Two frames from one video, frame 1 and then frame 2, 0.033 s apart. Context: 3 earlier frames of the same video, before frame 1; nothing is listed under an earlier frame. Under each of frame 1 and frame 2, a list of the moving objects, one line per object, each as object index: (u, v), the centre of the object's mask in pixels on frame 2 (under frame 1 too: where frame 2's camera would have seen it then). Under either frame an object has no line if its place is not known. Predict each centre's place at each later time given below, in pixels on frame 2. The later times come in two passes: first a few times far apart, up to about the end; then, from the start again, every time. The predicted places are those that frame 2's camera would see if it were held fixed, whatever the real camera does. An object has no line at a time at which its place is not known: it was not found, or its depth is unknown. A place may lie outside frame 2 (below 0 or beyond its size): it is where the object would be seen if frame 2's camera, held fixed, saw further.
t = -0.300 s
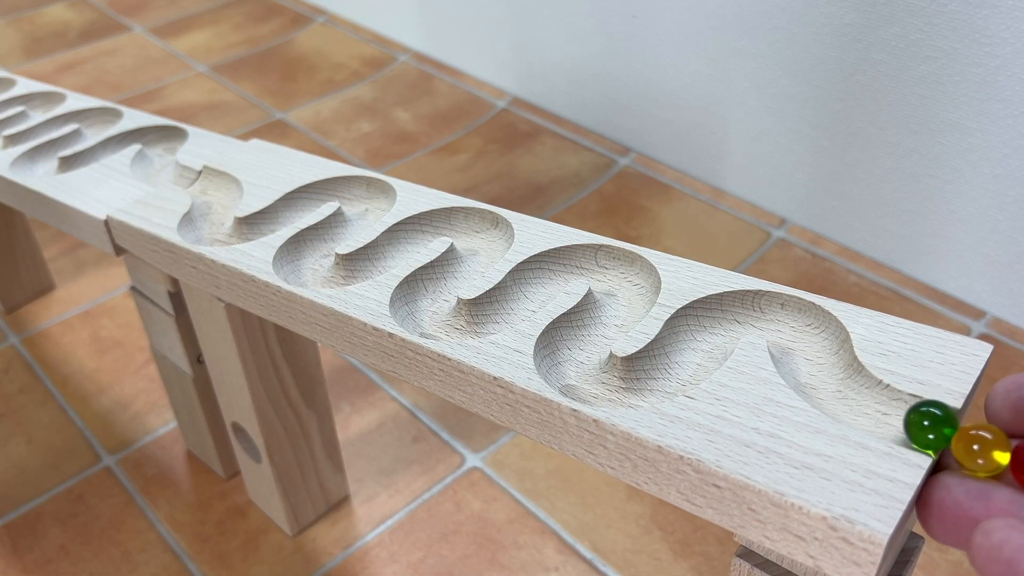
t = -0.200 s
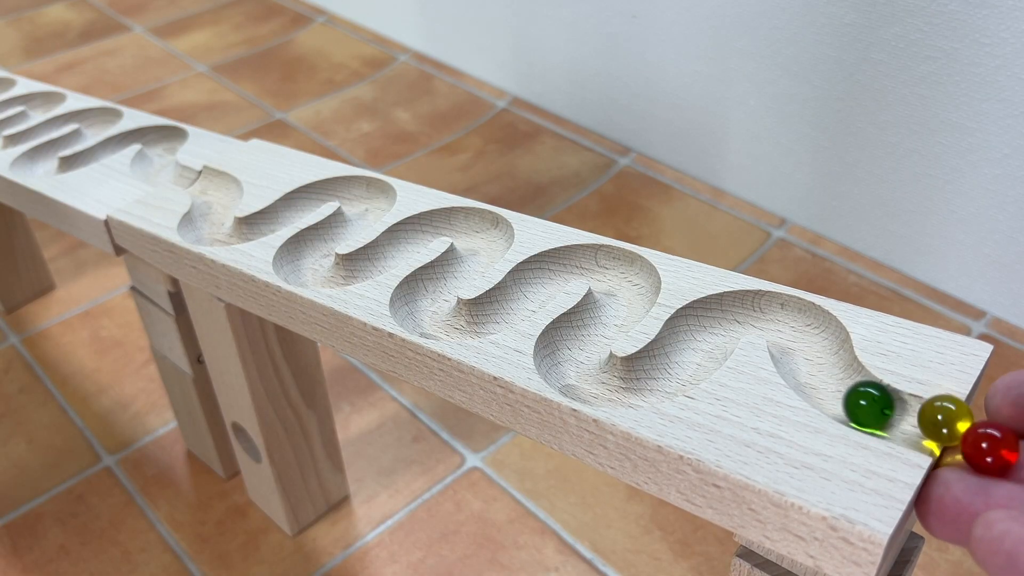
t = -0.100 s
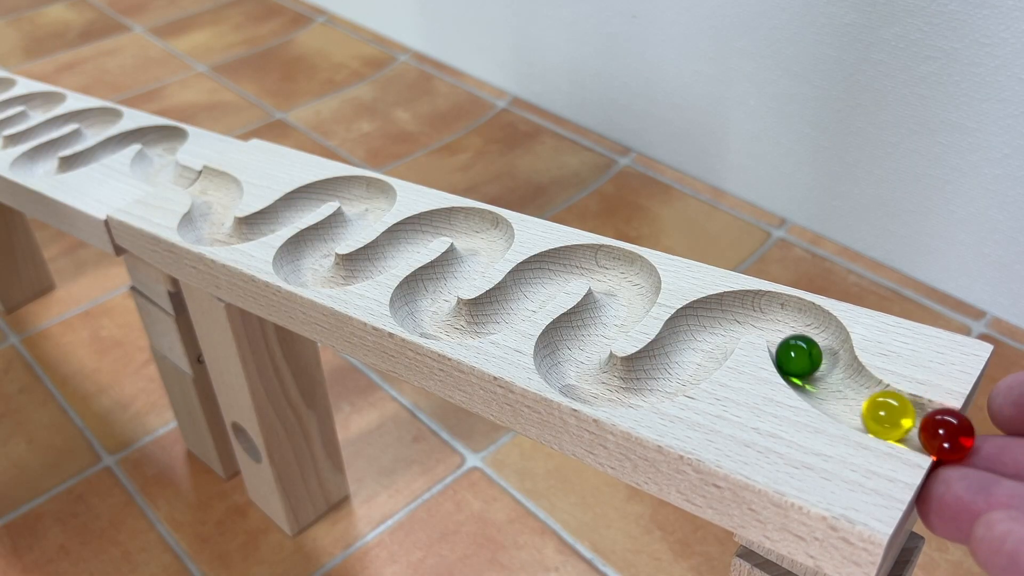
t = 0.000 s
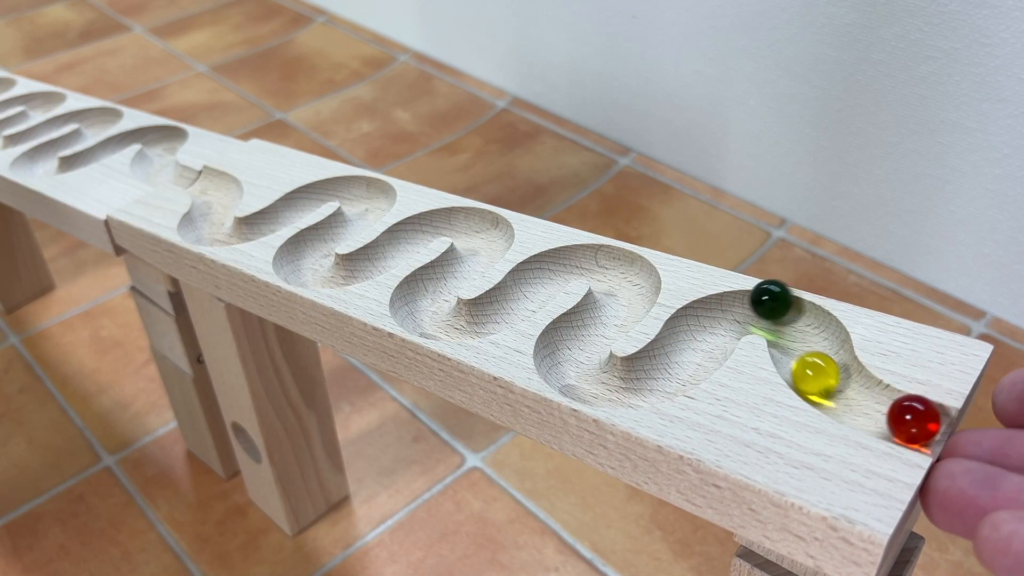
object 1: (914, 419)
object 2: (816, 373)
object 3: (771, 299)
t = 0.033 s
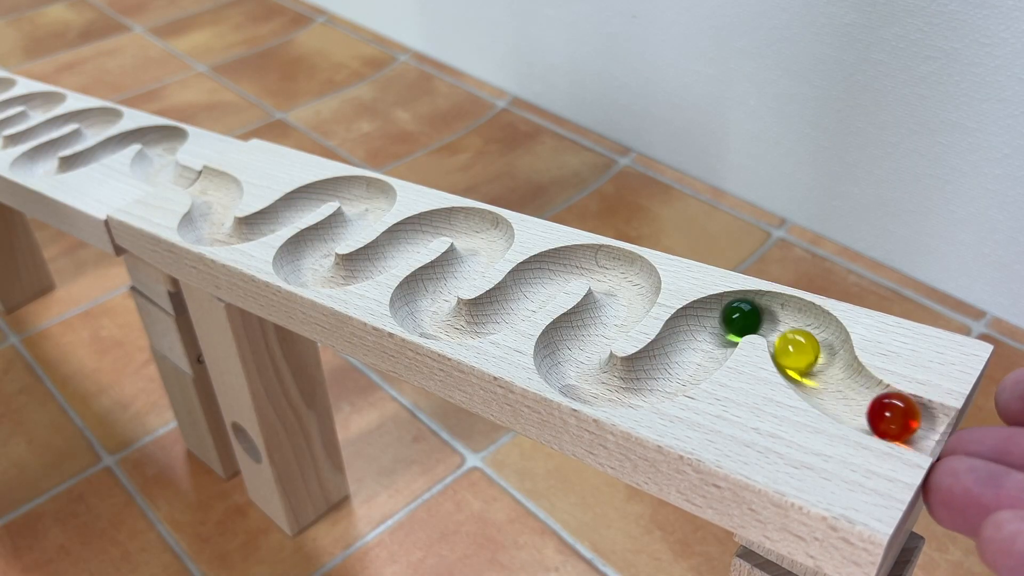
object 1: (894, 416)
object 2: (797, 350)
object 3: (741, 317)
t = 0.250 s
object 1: (782, 299)
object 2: (677, 350)
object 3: (644, 386)
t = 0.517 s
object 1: (649, 386)
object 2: (572, 345)
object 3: (617, 316)
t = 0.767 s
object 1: (602, 320)
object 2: (605, 262)
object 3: (534, 279)
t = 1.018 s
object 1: (559, 270)
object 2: (486, 322)
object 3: (414, 313)
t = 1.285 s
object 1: (420, 318)
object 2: (478, 261)
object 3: (478, 231)
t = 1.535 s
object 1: (485, 241)
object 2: (404, 239)
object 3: (367, 270)
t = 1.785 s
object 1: (377, 265)
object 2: (296, 265)
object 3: (341, 230)
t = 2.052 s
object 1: (337, 231)
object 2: (364, 194)
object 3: (306, 202)
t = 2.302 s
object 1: (319, 196)
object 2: (246, 234)
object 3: (197, 227)
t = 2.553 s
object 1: (202, 233)
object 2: (220, 188)
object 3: (184, 175)
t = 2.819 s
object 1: (191, 176)
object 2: (156, 152)
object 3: (146, 134)
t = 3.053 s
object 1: (166, 125)
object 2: (85, 159)
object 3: (45, 169)
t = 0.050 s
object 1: (884, 413)
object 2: (793, 339)
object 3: (727, 324)
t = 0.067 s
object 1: (873, 409)
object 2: (791, 329)
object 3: (712, 329)
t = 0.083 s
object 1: (862, 404)
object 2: (787, 313)
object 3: (697, 332)
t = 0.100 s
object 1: (850, 397)
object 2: (779, 299)
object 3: (687, 333)
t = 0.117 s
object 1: (837, 389)
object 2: (769, 293)
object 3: (681, 337)
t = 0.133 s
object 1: (823, 381)
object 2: (756, 293)
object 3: (679, 347)
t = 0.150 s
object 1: (810, 371)
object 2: (743, 300)
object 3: (680, 361)
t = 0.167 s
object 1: (799, 359)
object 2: (731, 315)
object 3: (681, 370)
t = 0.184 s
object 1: (794, 347)
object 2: (720, 326)
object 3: (680, 374)
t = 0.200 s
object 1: (793, 339)
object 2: (708, 334)
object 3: (676, 377)
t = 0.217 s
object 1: (793, 328)
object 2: (695, 341)
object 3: (668, 381)
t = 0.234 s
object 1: (792, 312)
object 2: (684, 345)
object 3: (657, 385)
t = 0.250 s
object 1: (782, 299)
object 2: (677, 350)
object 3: (644, 386)
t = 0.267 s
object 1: (771, 295)
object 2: (672, 360)
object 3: (630, 386)
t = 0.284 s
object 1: (759, 298)
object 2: (668, 373)
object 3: (616, 388)
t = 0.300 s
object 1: (747, 309)
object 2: (665, 380)
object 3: (603, 389)
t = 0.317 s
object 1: (733, 320)
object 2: (659, 385)
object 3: (589, 386)
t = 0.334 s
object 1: (720, 328)
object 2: (652, 387)
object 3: (578, 382)
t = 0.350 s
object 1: (706, 333)
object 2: (642, 390)
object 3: (571, 378)
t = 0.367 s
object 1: (692, 336)
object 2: (629, 391)
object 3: (568, 374)
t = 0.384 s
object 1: (684, 338)
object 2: (616, 389)
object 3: (567, 368)
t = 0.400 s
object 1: (679, 344)
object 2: (602, 387)
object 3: (569, 358)
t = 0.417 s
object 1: (677, 355)
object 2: (587, 384)
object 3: (570, 348)
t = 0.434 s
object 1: (678, 366)
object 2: (574, 379)
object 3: (573, 339)
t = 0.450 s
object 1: (678, 374)
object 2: (564, 371)
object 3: (578, 331)
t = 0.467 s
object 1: (675, 377)
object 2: (559, 364)
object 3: (585, 324)
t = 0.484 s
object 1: (670, 380)
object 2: (560, 356)
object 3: (594, 322)
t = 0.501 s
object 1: (661, 384)
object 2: (565, 351)
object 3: (606, 320)
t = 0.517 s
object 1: (649, 386)
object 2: (572, 345)
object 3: (617, 316)
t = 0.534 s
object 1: (635, 386)
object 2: (580, 337)
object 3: (626, 310)
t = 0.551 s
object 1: (622, 387)
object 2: (590, 330)
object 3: (630, 305)
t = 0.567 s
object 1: (608, 388)
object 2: (600, 325)
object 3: (632, 301)
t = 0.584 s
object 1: (593, 387)
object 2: (610, 319)
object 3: (630, 295)
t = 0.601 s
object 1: (581, 383)
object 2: (619, 315)
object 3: (627, 287)
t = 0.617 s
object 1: (572, 379)
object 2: (624, 310)
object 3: (622, 280)
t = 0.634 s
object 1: (566, 374)
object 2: (627, 306)
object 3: (618, 274)
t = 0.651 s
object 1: (564, 370)
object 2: (627, 301)
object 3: (613, 268)
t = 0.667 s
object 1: (567, 361)
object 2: (626, 296)
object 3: (606, 261)
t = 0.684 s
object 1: (570, 353)
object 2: (623, 290)
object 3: (595, 258)
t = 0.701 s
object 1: (574, 344)
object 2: (621, 285)
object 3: (583, 259)
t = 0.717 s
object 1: (578, 335)
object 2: (619, 279)
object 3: (571, 263)
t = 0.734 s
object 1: (585, 327)
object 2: (617, 273)
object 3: (558, 270)
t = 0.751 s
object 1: (593, 323)
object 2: (612, 266)
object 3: (545, 275)
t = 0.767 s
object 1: (602, 320)
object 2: (605, 262)
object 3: (534, 279)
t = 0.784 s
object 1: (614, 316)
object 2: (596, 261)
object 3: (526, 283)
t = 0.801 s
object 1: (623, 311)
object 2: (586, 263)
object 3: (520, 290)
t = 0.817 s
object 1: (629, 305)
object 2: (574, 266)
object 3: (517, 300)
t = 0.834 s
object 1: (632, 301)
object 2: (562, 269)
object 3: (514, 308)
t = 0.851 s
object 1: (631, 296)
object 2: (550, 273)
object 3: (510, 313)
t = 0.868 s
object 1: (627, 292)
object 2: (539, 277)
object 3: (504, 315)
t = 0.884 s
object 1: (623, 286)
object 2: (530, 280)
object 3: (496, 319)
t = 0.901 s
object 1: (619, 280)
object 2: (524, 285)
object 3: (486, 323)
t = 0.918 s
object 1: (615, 275)
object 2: (521, 293)
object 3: (474, 325)
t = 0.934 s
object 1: (610, 268)
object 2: (520, 302)
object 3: (462, 325)
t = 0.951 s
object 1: (602, 262)
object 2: (518, 307)
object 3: (449, 325)
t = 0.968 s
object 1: (592, 259)
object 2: (513, 311)
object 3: (436, 325)
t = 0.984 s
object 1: (582, 260)
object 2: (507, 315)
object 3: (425, 321)
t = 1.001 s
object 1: (570, 264)
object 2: (498, 319)
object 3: (418, 317)
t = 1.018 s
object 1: (559, 270)
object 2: (486, 322)
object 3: (414, 313)
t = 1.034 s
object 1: (547, 275)
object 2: (474, 324)
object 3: (416, 307)
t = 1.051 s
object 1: (537, 279)
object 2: (462, 325)
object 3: (420, 301)
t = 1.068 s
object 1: (528, 284)
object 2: (449, 326)
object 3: (426, 294)
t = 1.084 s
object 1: (523, 290)
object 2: (436, 324)
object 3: (432, 286)
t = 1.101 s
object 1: (519, 298)
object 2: (425, 321)
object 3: (439, 279)
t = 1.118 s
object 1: (515, 306)
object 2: (418, 317)
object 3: (447, 274)
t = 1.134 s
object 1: (512, 311)
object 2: (416, 313)
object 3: (457, 271)
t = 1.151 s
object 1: (507, 315)
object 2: (417, 307)
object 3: (468, 267)
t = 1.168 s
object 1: (499, 318)
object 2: (421, 300)
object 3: (477, 262)
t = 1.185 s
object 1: (490, 322)
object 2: (425, 293)
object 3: (484, 256)
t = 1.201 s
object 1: (479, 324)
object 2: (431, 285)
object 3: (488, 252)
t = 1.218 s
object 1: (468, 325)
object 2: (438, 278)
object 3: (488, 250)
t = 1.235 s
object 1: (455, 325)
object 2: (447, 273)
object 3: (487, 247)
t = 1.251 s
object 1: (442, 325)
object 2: (458, 270)
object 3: (484, 242)
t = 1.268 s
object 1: (429, 323)
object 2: (469, 266)
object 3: (481, 237)
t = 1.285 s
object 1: (420, 318)
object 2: (478, 261)
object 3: (478, 231)
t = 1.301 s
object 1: (415, 313)
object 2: (485, 256)
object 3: (473, 226)
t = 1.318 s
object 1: (414, 309)
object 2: (488, 252)
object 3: (467, 223)
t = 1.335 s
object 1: (418, 302)
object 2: (488, 249)
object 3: (457, 221)
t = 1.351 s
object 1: (423, 295)
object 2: (485, 245)
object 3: (447, 222)
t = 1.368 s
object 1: (429, 288)
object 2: (483, 241)
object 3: (436, 225)
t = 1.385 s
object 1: (437, 281)
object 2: (480, 236)
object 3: (425, 230)
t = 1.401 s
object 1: (446, 276)
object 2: (477, 231)
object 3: (415, 235)
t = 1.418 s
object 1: (456, 272)
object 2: (472, 225)
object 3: (406, 238)
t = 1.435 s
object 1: (467, 268)
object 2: (465, 221)
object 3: (398, 243)
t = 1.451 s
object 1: (476, 263)
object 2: (456, 220)
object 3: (394, 249)
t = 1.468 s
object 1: (483, 257)
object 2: (447, 223)
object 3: (390, 255)
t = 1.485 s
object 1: (487, 253)
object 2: (436, 226)
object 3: (386, 260)
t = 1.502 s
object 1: (488, 250)
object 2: (425, 231)
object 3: (381, 263)
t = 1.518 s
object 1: (487, 246)
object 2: (414, 236)
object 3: (374, 266)
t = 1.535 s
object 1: (485, 241)
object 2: (404, 239)
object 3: (367, 270)
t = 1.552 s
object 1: (482, 236)
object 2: (398, 243)
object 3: (357, 273)
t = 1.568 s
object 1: (478, 230)
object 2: (393, 249)
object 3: (347, 275)
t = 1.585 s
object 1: (473, 226)
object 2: (388, 256)
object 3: (336, 276)
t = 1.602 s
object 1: (465, 222)
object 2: (384, 261)
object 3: (324, 276)
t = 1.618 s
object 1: (455, 221)
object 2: (379, 264)
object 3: (313, 276)
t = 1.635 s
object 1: (444, 223)
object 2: (372, 267)
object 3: (303, 273)
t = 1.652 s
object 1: (432, 226)
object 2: (364, 271)
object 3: (297, 270)
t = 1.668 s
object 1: (421, 231)
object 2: (355, 273)
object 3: (295, 268)
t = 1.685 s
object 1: (411, 236)
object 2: (344, 275)
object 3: (297, 264)
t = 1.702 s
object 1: (402, 240)
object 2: (333, 276)
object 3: (302, 258)
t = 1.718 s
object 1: (396, 245)
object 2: (322, 277)
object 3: (308, 251)
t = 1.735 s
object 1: (392, 252)
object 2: (311, 275)
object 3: (315, 244)
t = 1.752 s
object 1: (388, 258)
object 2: (303, 273)
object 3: (322, 237)
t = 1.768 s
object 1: (383, 262)
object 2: (298, 269)
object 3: (331, 233)
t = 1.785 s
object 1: (377, 265)
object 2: (296, 265)
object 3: (341, 230)
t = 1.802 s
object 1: (369, 268)
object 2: (298, 260)
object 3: (351, 226)
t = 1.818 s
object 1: (360, 272)
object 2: (303, 255)
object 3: (360, 221)
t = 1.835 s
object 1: (350, 274)
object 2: (309, 249)
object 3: (366, 217)
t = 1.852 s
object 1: (340, 275)
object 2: (317, 242)
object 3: (371, 213)
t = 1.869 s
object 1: (329, 276)
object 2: (325, 236)
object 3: (372, 211)
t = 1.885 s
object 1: (317, 276)
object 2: (334, 232)
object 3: (372, 209)
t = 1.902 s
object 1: (307, 274)
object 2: (345, 228)
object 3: (371, 206)
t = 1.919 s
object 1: (300, 272)
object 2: (355, 224)
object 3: (369, 201)
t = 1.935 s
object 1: (296, 268)
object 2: (363, 219)
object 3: (366, 195)
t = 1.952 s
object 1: (296, 265)
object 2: (369, 214)
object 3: (361, 191)
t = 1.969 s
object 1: (300, 260)
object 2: (372, 211)
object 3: (355, 189)
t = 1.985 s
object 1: (306, 253)
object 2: (373, 209)
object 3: (346, 188)
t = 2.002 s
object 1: (312, 247)
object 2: (371, 207)
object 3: (338, 190)
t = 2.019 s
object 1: (319, 240)
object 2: (369, 203)
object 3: (327, 192)
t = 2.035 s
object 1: (328, 235)
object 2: (367, 199)
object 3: (316, 197)
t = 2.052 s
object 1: (337, 231)
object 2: (364, 194)
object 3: (306, 202)
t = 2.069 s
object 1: (347, 228)
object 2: (358, 191)
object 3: (298, 206)
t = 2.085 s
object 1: (356, 224)
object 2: (351, 188)
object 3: (290, 210)
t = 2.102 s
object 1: (364, 219)
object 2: (343, 188)
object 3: (284, 215)
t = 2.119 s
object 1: (369, 215)
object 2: (331, 191)
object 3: (279, 220)
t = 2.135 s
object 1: (371, 212)
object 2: (320, 195)
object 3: (272, 224)
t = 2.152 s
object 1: (372, 210)
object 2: (310, 200)
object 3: (266, 227)
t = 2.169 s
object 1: (371, 207)
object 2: (300, 204)
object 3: (258, 230)
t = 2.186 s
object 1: (369, 203)
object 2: (293, 208)
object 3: (249, 233)
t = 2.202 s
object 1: (367, 199)
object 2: (287, 213)
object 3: (240, 235)
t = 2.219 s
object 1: (364, 194)
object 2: (281, 218)
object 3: (230, 236)
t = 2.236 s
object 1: (361, 190)
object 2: (276, 222)
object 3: (220, 237)
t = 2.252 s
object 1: (352, 188)
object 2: (270, 225)
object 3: (211, 236)
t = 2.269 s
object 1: (343, 189)
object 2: (263, 228)
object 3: (203, 234)
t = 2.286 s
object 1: (331, 191)
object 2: (254, 231)
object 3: (199, 231)
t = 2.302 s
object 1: (319, 196)
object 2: (246, 234)
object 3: (197, 227)
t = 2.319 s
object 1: (309, 200)
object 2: (236, 235)
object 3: (199, 223)
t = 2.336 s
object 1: (299, 204)
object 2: (227, 236)
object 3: (205, 217)
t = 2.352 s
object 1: (292, 209)
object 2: (217, 236)
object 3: (211, 211)
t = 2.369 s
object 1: (286, 213)
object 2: (209, 235)
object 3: (218, 207)
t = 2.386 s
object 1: (281, 218)
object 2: (202, 233)
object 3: (223, 201)
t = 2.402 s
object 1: (276, 223)
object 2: (198, 229)
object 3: (226, 196)
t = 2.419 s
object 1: (269, 226)
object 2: (197, 225)
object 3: (226, 192)
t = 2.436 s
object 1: (262, 228)
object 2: (201, 219)
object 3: (224, 190)
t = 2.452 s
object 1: (254, 231)
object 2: (207, 215)
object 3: (218, 188)
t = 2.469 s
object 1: (246, 234)
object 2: (212, 209)
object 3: (211, 184)
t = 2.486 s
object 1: (236, 235)
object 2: (217, 204)
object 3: (204, 182)
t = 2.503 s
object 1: (226, 236)
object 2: (222, 197)
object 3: (199, 181)
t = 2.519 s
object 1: (216, 236)
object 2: (223, 193)
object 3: (194, 180)
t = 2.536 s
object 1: (208, 235)
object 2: (223, 190)
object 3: (189, 177)
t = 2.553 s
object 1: (202, 233)
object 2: (220, 188)
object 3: (184, 175)
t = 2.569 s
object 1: (198, 230)
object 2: (215, 187)
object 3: (177, 172)
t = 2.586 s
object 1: (198, 227)
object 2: (209, 184)
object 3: (168, 172)
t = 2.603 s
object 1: (202, 223)
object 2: (203, 181)
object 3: (160, 171)
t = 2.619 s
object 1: (207, 216)
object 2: (198, 178)
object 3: (152, 170)
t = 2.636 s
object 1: (212, 211)
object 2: (194, 176)
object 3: (145, 167)
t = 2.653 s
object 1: (218, 206)
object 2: (190, 174)
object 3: (143, 164)
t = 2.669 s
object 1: (223, 201)
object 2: (184, 172)
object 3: (145, 161)
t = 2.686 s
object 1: (225, 196)
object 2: (177, 170)
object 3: (150, 157)
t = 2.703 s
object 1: (225, 193)
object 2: (168, 170)
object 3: (157, 151)
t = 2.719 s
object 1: (222, 190)
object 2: (159, 170)
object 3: (167, 145)
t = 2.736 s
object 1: (217, 188)
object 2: (151, 168)
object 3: (174, 137)
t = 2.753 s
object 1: (212, 186)
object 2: (145, 165)
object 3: (173, 130)
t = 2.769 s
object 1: (206, 184)
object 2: (143, 163)
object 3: (167, 125)
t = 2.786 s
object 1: (201, 181)
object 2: (144, 160)
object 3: (162, 125)
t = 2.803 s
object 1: (196, 178)
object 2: (149, 157)
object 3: (157, 130)
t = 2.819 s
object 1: (191, 176)
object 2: (156, 152)
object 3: (146, 134)
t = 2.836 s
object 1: (185, 174)
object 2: (164, 146)
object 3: (136, 139)
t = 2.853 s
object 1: (178, 173)
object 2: (172, 139)
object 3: (123, 141)
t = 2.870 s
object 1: (169, 172)
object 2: (173, 133)
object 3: (113, 145)
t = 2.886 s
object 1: (159, 172)
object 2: (167, 126)
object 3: (104, 148)
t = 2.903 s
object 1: (151, 170)
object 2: (161, 125)
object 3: (97, 150)
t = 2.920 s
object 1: (145, 167)
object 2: (155, 129)
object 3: (91, 154)
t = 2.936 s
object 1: (143, 163)
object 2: (147, 135)
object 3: (86, 158)
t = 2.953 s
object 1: (144, 161)
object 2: (136, 137)
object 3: (81, 161)
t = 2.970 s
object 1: (150, 157)
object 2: (123, 141)
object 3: (75, 163)
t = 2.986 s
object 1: (158, 153)
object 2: (113, 145)
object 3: (68, 165)
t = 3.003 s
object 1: (167, 146)
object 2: (105, 148)
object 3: (63, 166)
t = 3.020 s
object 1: (173, 138)
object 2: (97, 151)
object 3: (57, 168)
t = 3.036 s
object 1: (171, 129)
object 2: (91, 155)
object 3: (51, 169)
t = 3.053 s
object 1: (166, 125)
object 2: (85, 159)
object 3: (45, 169)
